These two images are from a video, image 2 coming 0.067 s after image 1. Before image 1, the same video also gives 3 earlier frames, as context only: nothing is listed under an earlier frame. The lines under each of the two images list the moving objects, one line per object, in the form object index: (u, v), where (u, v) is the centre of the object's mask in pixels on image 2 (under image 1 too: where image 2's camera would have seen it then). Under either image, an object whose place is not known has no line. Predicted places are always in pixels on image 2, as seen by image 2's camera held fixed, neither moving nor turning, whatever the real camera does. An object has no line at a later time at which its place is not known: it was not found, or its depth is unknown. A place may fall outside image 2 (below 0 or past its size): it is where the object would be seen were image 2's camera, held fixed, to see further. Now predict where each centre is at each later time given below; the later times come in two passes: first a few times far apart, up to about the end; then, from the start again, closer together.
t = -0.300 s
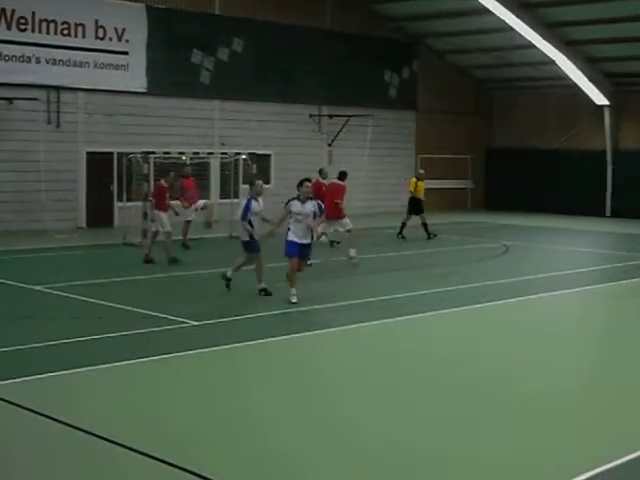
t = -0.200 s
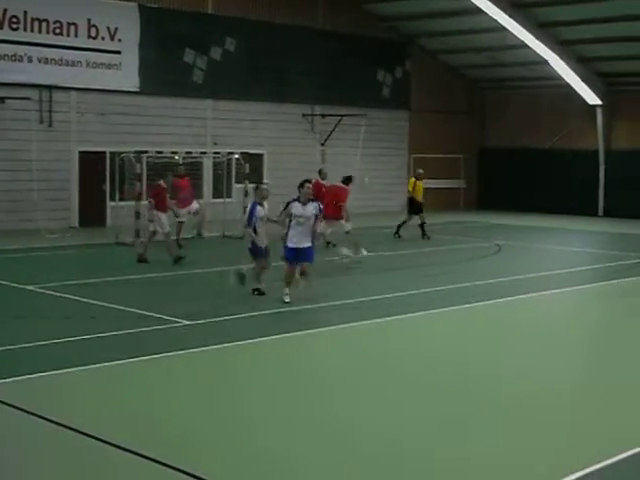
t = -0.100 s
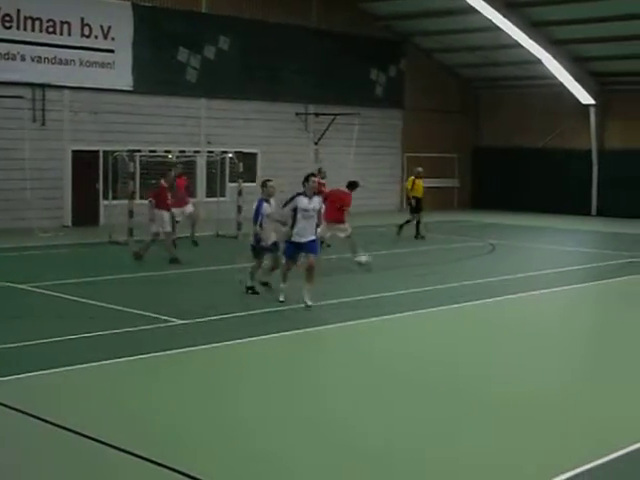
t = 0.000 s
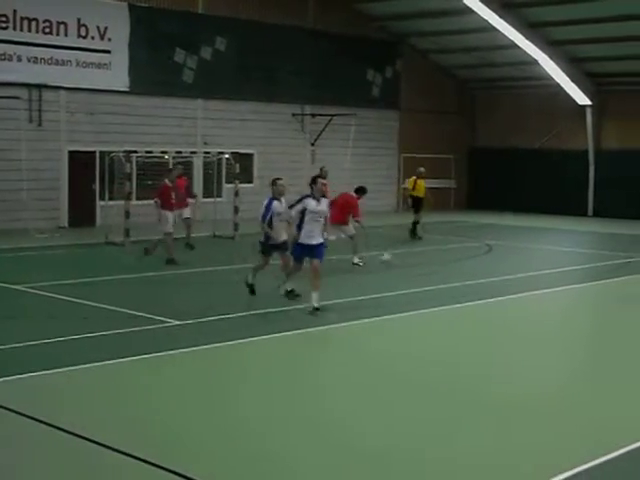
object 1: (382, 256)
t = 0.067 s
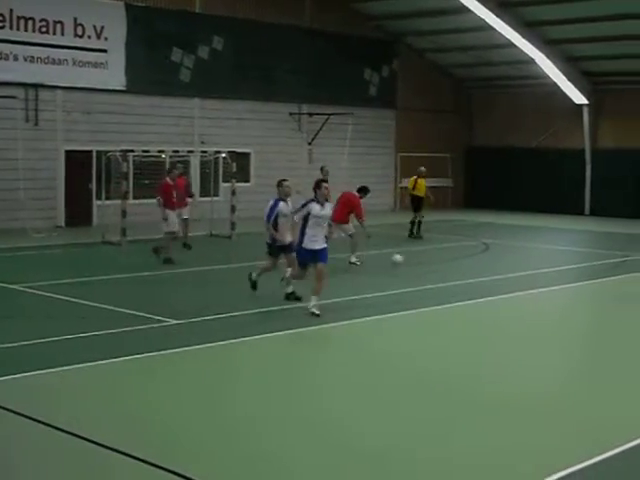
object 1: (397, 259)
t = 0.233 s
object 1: (437, 272)
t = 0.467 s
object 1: (496, 277)
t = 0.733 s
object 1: (567, 286)
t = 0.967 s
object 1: (632, 294)
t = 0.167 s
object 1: (421, 267)
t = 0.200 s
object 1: (429, 271)
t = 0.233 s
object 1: (437, 272)
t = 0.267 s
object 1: (446, 271)
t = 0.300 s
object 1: (453, 273)
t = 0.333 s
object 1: (463, 272)
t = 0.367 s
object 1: (471, 275)
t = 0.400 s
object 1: (478, 276)
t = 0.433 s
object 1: (488, 276)
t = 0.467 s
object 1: (496, 277)
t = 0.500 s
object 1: (505, 280)
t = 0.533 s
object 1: (514, 281)
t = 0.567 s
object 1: (522, 281)
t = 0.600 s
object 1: (532, 282)
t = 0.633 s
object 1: (541, 282)
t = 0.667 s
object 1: (548, 284)
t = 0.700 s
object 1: (560, 285)
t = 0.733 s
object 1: (567, 286)
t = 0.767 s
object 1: (575, 289)
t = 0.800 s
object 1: (585, 289)
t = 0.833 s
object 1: (594, 290)
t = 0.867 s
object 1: (606, 292)
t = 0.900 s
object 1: (613, 293)
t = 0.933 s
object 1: (623, 293)
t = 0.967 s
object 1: (632, 294)
